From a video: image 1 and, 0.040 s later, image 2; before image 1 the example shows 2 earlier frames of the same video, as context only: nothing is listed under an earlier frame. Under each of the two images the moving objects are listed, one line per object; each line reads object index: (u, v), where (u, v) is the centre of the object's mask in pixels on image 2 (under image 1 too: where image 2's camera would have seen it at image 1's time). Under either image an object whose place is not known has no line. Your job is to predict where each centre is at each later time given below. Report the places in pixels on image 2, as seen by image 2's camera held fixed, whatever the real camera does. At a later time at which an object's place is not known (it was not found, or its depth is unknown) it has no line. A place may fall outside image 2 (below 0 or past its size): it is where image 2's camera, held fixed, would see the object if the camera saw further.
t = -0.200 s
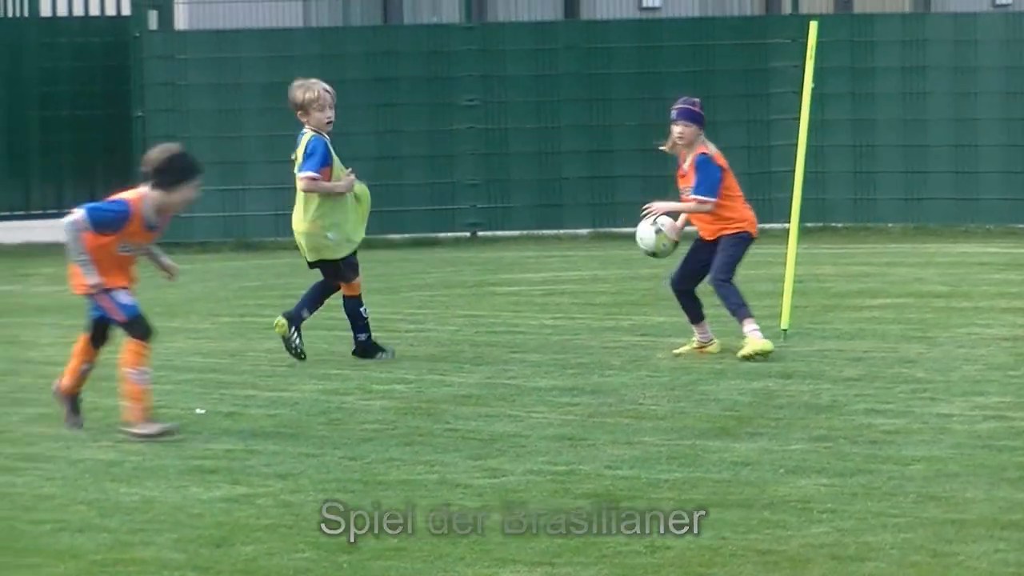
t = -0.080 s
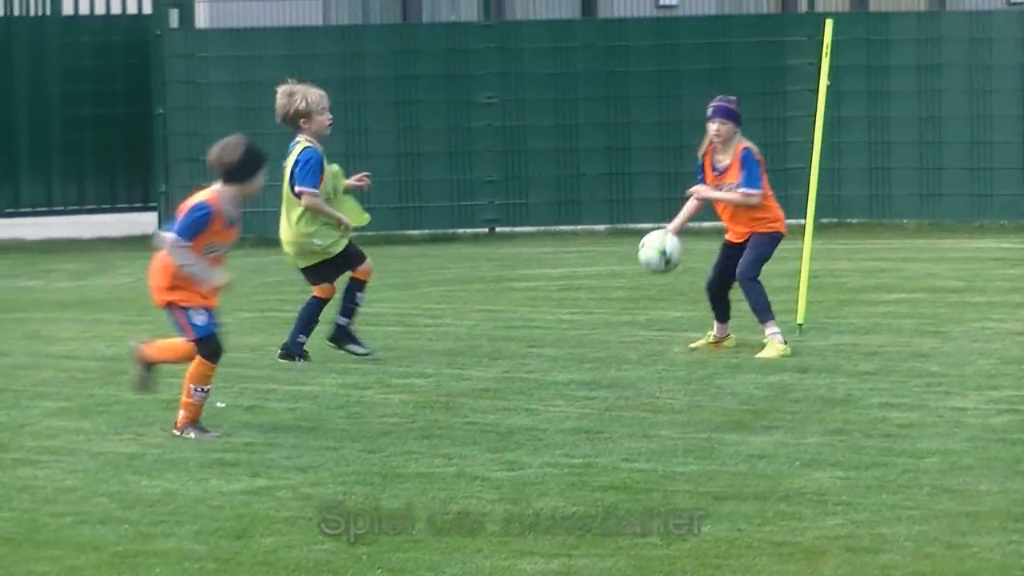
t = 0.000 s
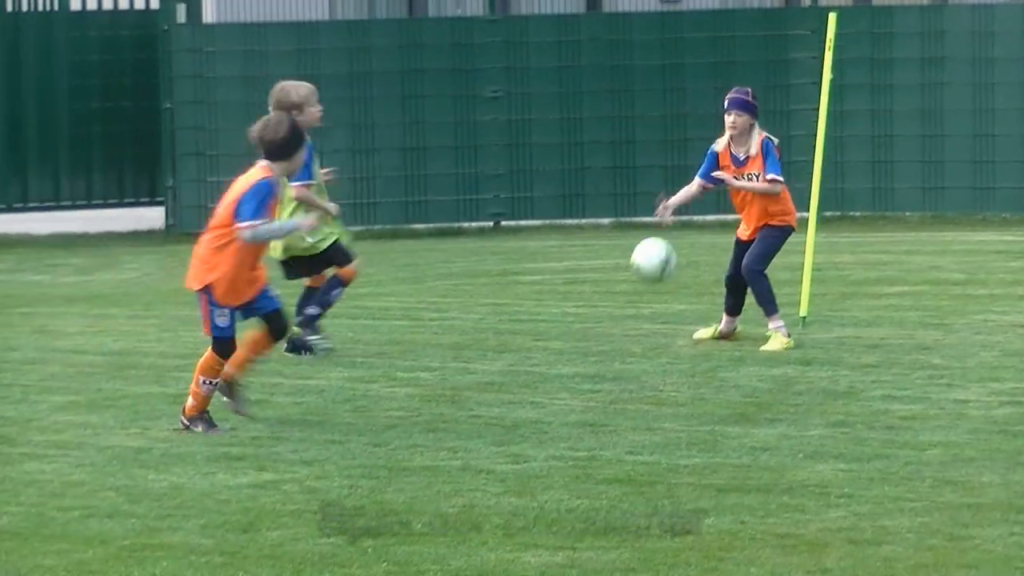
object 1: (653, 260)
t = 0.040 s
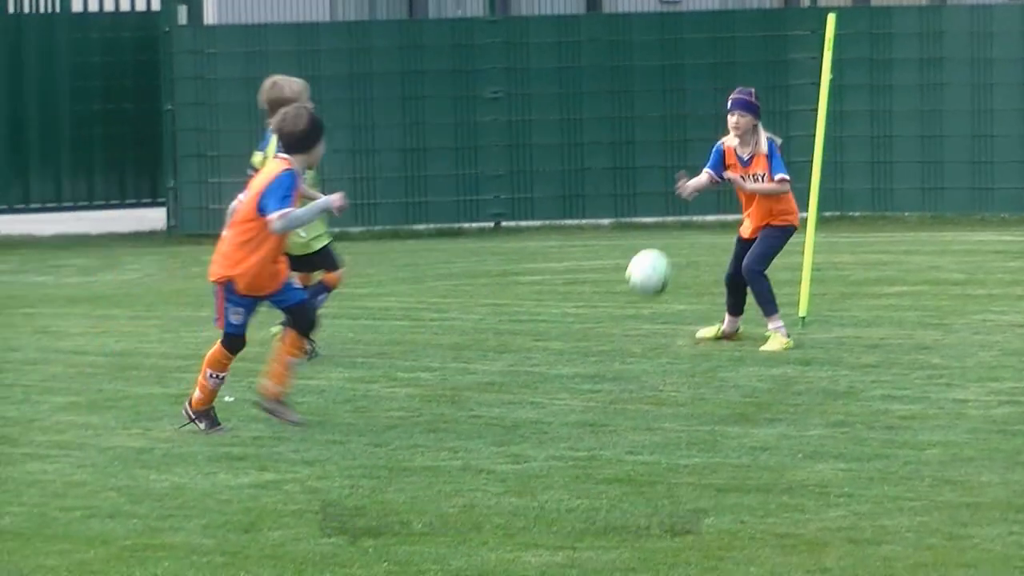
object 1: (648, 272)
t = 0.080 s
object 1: (644, 290)
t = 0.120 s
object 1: (639, 310)
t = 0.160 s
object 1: (635, 333)
